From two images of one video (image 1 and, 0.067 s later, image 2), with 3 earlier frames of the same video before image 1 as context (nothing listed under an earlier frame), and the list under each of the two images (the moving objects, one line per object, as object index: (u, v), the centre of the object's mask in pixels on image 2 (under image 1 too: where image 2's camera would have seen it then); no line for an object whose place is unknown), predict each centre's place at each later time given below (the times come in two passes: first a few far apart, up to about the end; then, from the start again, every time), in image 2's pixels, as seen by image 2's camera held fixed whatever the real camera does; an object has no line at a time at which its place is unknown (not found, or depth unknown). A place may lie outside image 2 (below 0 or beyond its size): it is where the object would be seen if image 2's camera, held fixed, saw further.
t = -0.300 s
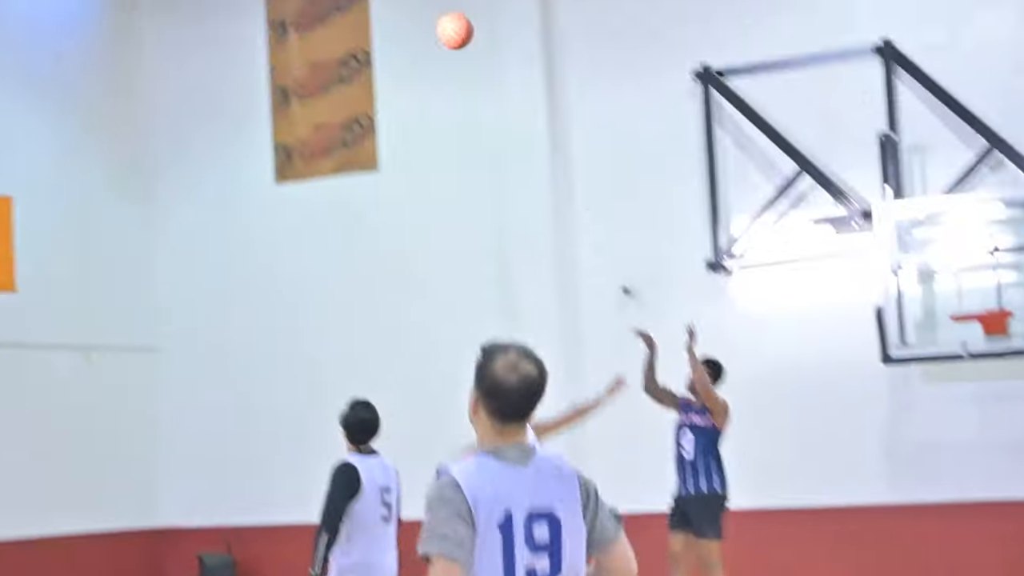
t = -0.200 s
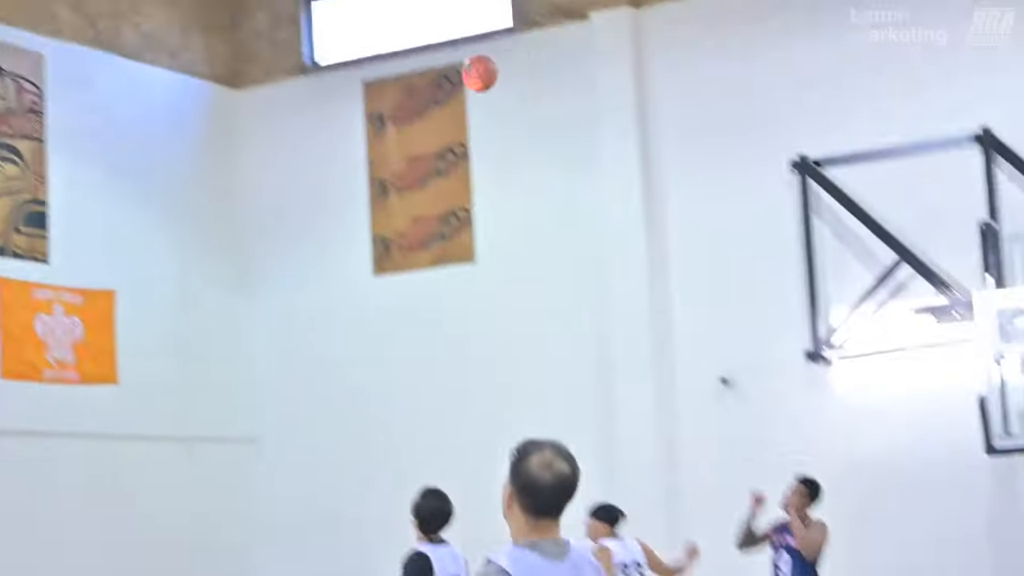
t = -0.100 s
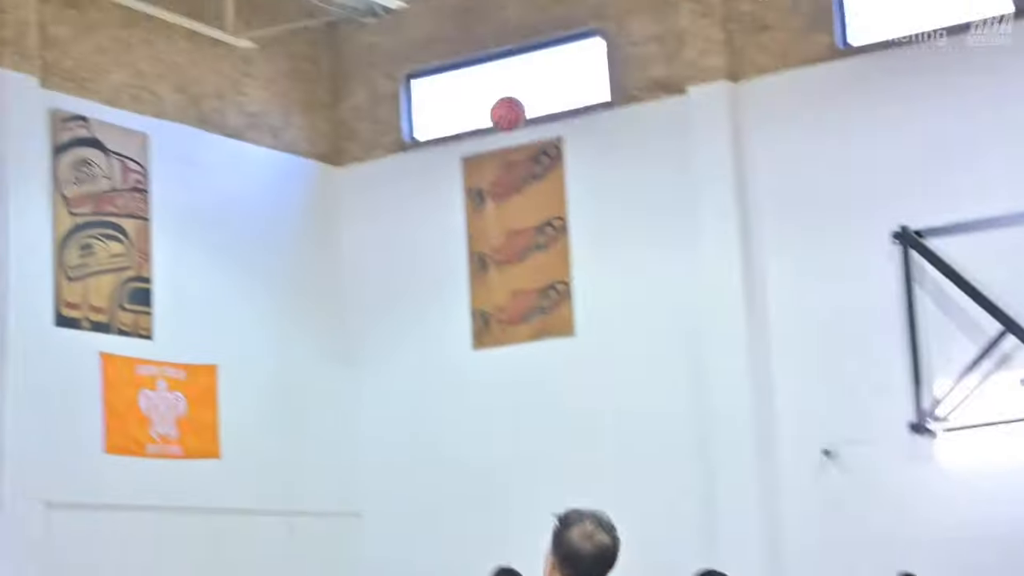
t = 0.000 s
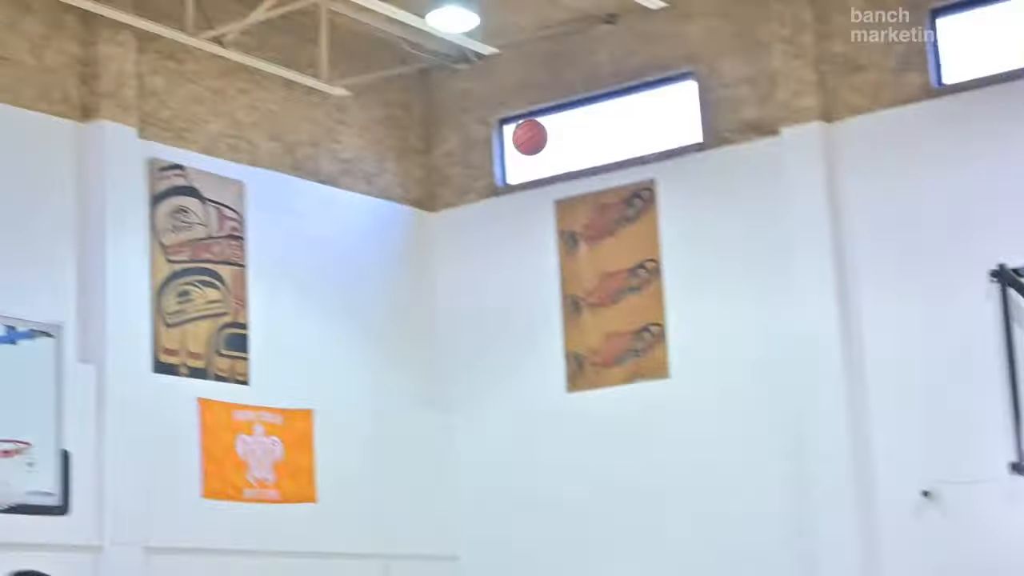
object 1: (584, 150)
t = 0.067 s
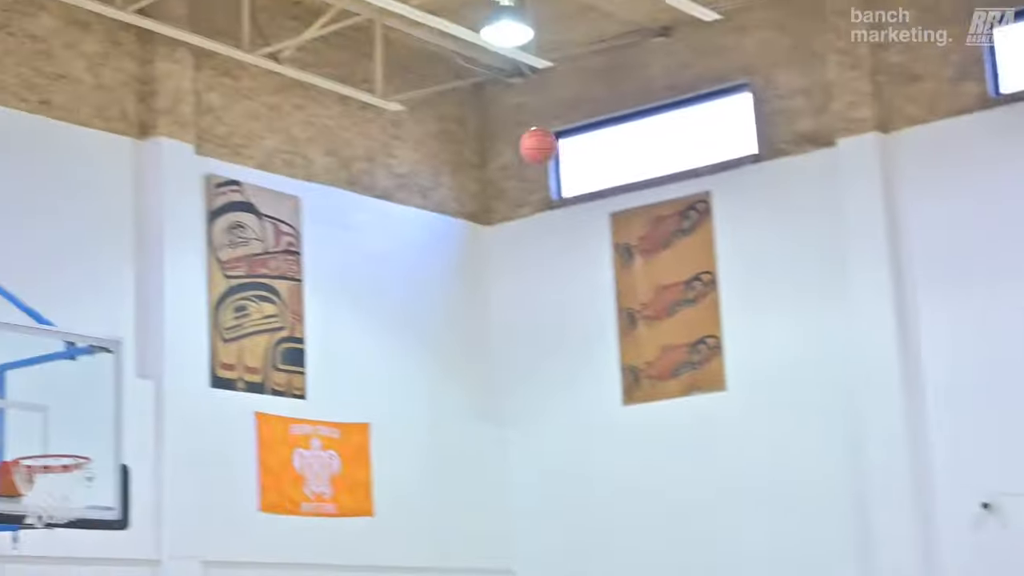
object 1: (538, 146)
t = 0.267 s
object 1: (400, 170)
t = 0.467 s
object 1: (261, 253)
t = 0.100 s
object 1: (515, 146)
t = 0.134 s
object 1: (493, 148)
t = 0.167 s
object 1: (469, 151)
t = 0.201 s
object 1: (447, 156)
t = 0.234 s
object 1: (424, 162)
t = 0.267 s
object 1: (400, 170)
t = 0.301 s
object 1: (377, 179)
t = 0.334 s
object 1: (354, 191)
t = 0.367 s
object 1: (331, 204)
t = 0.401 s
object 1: (308, 219)
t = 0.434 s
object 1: (284, 235)
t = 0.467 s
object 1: (261, 253)
